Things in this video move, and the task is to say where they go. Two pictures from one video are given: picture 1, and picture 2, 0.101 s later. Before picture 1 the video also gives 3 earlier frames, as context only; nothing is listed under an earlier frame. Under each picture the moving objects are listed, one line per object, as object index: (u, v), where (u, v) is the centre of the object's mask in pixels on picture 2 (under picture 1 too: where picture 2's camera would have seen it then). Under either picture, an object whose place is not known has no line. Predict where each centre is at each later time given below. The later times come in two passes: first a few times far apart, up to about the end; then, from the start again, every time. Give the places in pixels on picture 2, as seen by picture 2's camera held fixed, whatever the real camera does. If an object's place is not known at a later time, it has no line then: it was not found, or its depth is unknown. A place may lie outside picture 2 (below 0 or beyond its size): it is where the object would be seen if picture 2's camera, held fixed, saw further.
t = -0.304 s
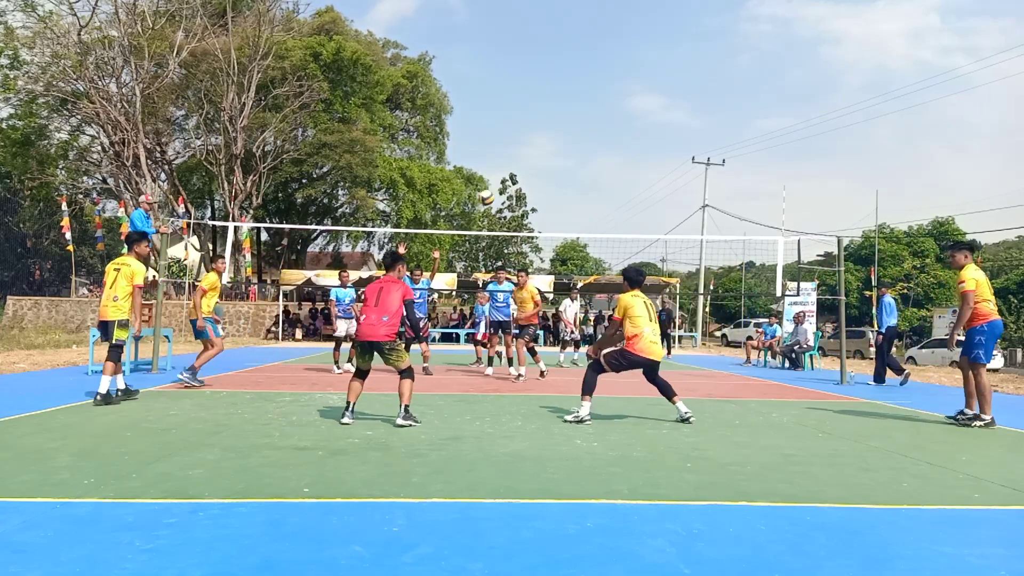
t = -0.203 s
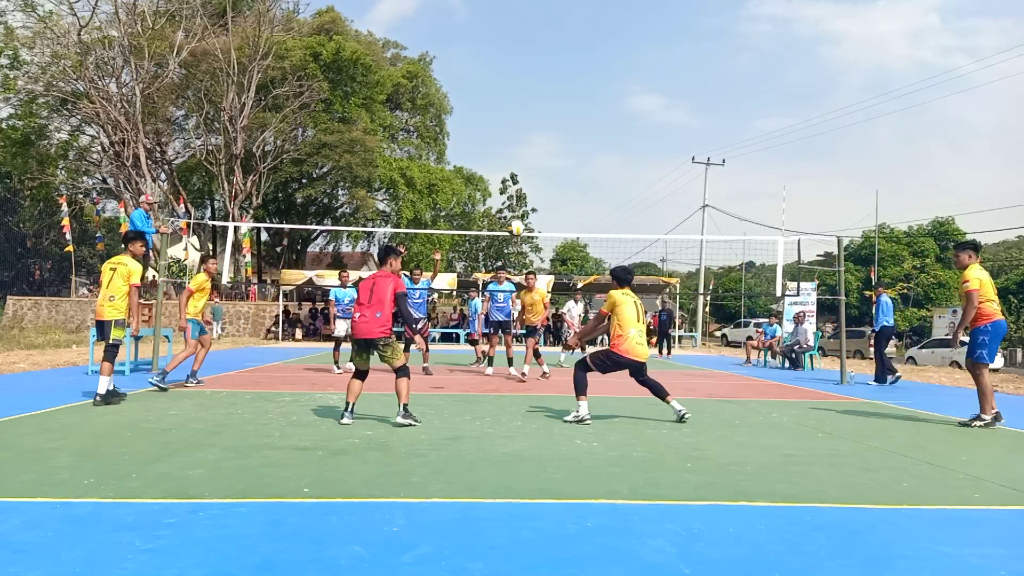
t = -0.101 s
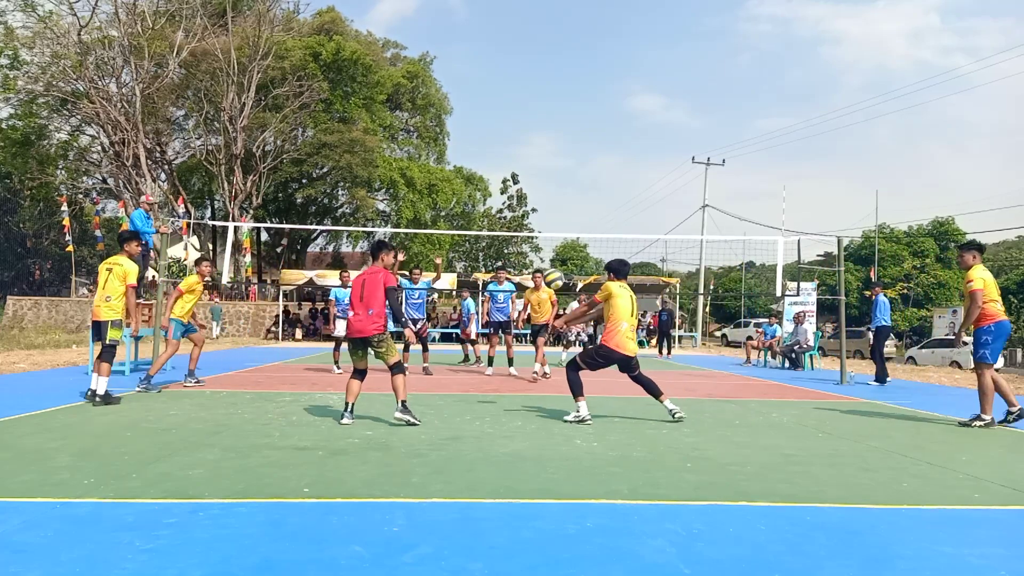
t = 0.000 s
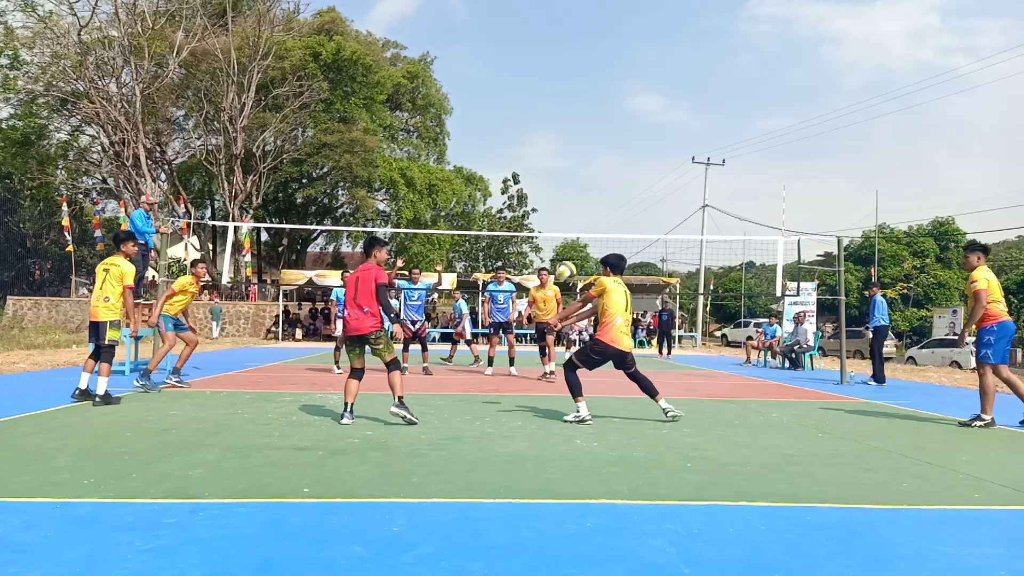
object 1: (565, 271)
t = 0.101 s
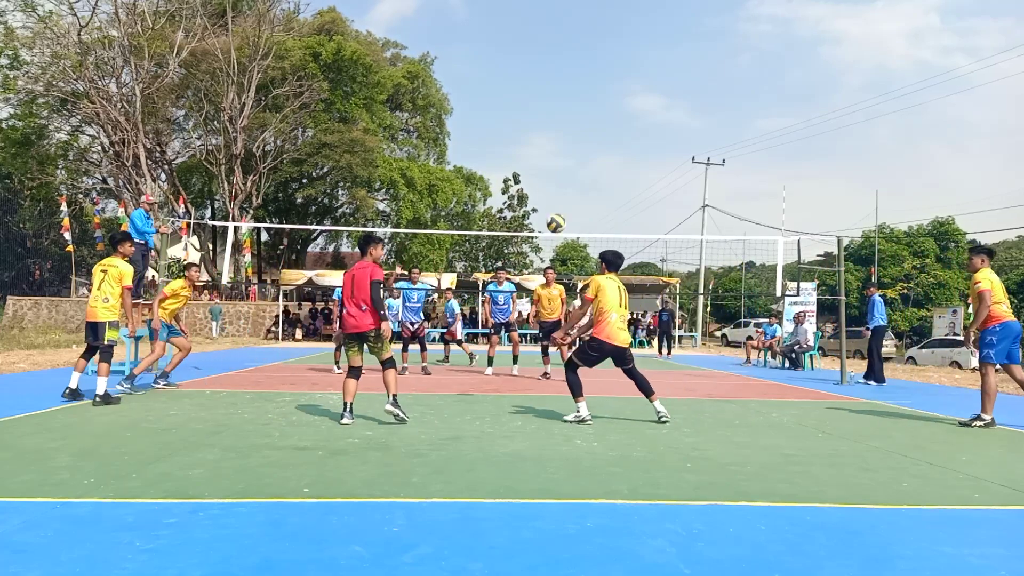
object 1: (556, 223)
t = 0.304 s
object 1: (541, 168)
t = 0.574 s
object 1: (524, 154)
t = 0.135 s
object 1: (553, 211)
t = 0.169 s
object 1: (551, 199)
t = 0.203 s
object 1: (548, 190)
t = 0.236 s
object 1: (545, 181)
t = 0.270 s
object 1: (543, 174)
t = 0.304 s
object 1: (541, 168)
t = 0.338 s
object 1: (539, 163)
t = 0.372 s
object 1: (536, 159)
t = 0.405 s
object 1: (534, 156)
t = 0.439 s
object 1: (532, 154)
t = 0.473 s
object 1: (530, 153)
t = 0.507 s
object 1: (528, 152)
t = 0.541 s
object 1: (526, 153)
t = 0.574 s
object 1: (524, 154)
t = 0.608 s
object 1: (522, 156)
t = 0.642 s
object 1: (520, 159)
